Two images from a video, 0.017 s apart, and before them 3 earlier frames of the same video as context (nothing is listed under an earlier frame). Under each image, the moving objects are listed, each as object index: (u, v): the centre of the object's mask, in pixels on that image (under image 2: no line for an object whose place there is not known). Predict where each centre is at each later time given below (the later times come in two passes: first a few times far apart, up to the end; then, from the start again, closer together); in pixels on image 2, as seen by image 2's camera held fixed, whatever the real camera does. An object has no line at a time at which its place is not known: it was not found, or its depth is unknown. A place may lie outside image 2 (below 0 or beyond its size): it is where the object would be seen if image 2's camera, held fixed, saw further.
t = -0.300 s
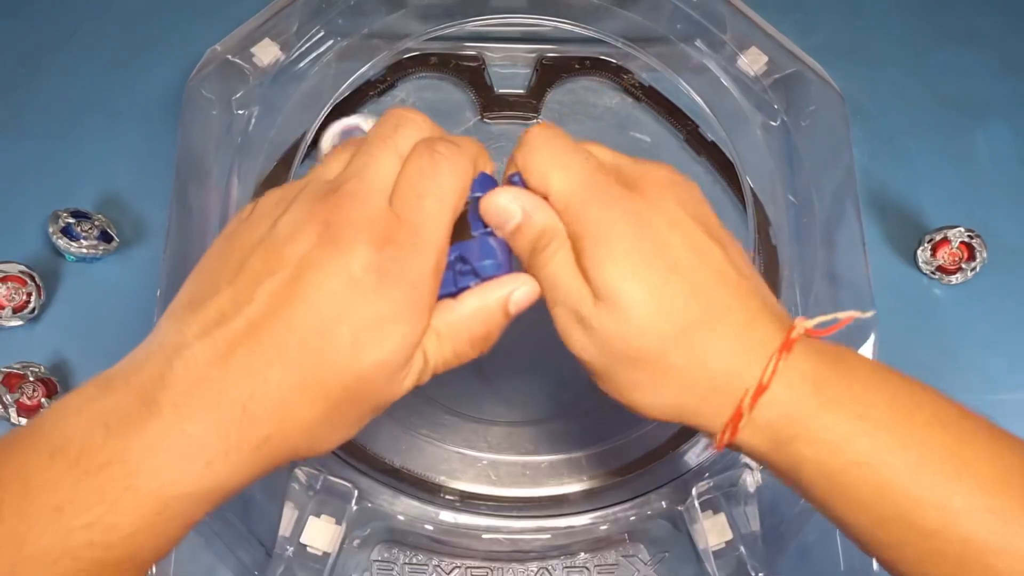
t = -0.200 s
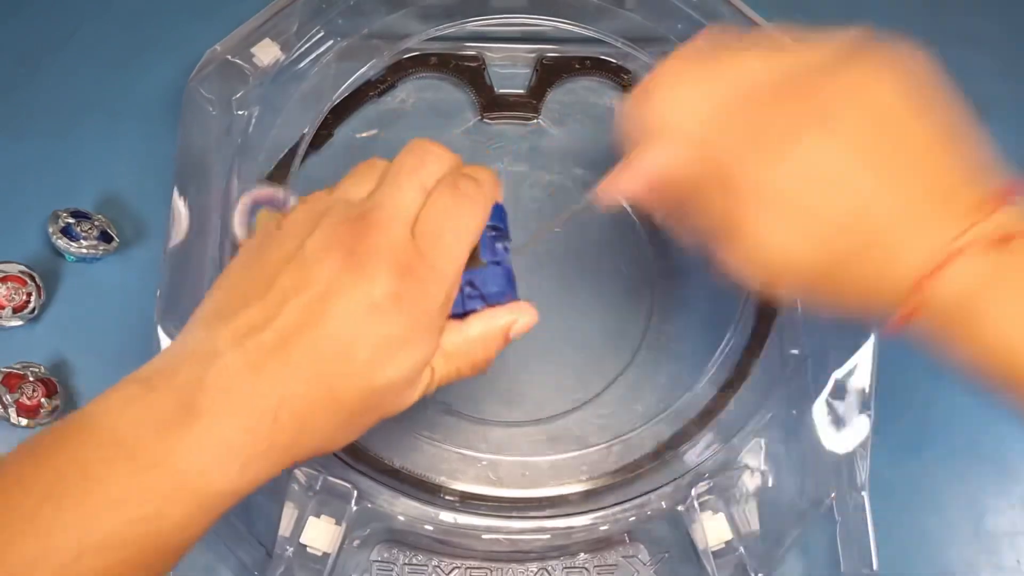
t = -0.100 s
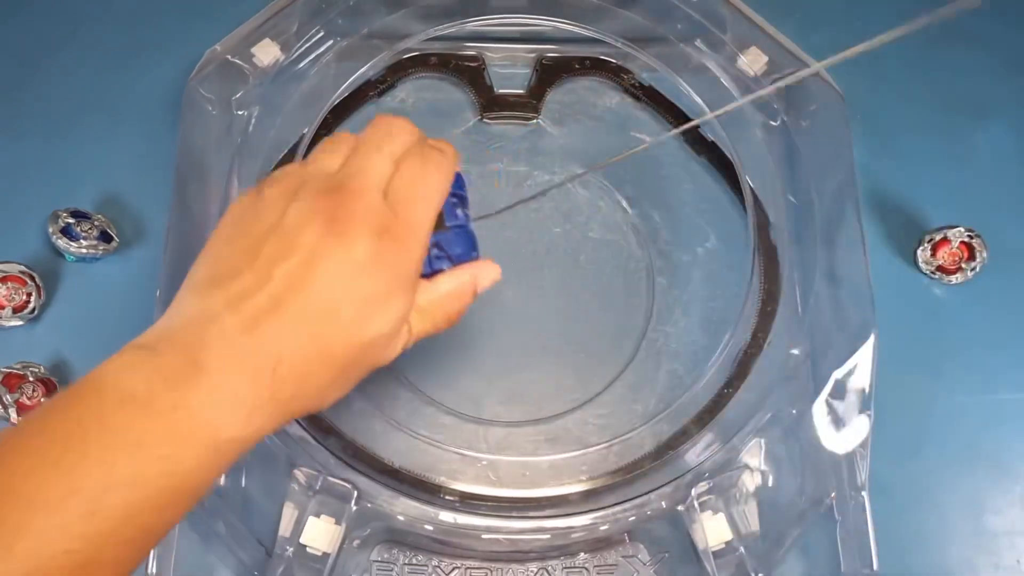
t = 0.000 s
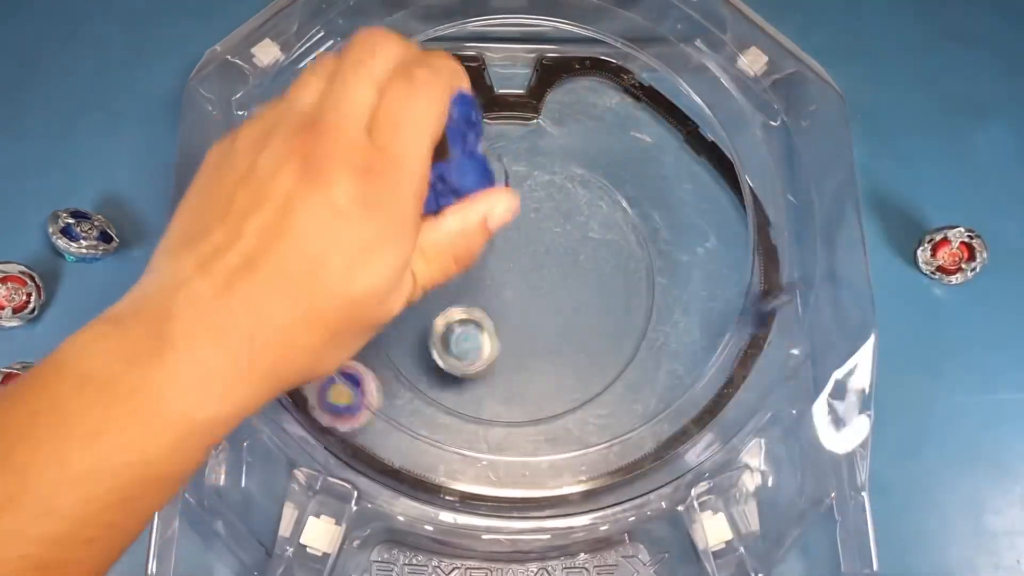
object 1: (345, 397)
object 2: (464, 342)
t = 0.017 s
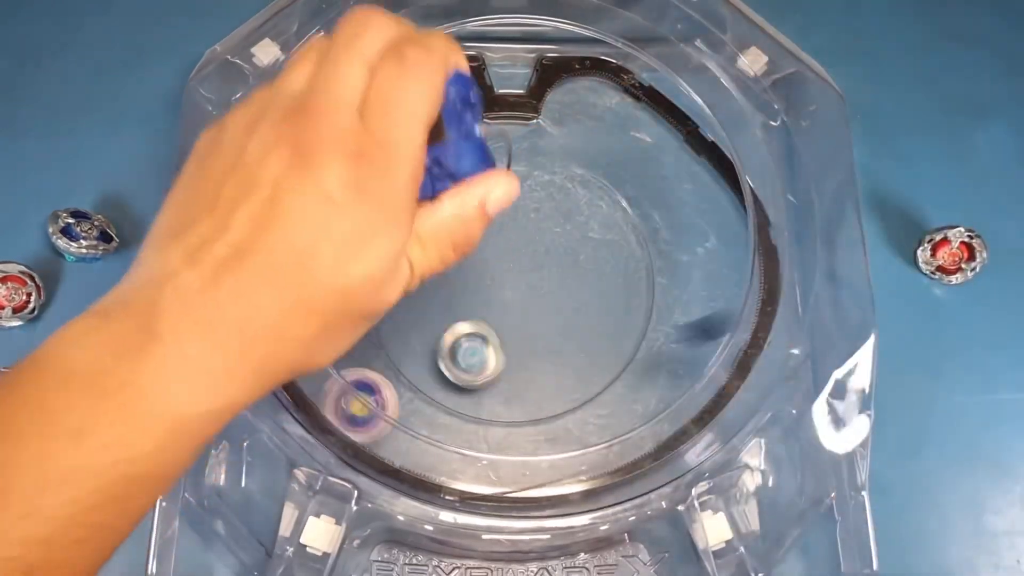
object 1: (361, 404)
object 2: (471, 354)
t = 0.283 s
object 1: (795, 296)
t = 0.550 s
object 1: (553, 162)
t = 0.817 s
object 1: (485, 382)
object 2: (746, 344)
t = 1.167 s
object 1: (431, 312)
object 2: (513, 483)
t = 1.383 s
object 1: (393, 305)
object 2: (499, 340)
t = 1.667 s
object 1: (447, 251)
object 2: (590, 121)
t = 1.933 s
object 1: (411, 213)
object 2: (494, 231)
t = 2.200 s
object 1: (525, 229)
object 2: (575, 401)
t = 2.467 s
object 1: (538, 131)
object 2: (710, 161)
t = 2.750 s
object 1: (398, 273)
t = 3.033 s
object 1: (414, 397)
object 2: (672, 400)
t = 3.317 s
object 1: (548, 268)
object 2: (610, 106)
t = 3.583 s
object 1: (612, 137)
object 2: (560, 406)
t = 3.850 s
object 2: (643, 335)
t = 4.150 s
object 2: (520, 241)
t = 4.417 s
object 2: (368, 413)
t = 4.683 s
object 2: (619, 291)
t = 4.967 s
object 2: (424, 151)
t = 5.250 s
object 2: (323, 360)
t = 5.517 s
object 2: (570, 399)
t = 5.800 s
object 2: (558, 245)
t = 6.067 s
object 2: (606, 303)
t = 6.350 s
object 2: (551, 316)
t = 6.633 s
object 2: (521, 402)
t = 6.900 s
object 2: (518, 338)
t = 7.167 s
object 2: (436, 298)
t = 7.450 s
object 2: (444, 274)
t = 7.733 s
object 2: (501, 218)
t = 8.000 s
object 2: (521, 214)
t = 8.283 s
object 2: (558, 278)
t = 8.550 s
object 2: (575, 304)
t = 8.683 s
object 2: (556, 304)
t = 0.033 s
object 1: (379, 415)
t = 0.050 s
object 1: (398, 425)
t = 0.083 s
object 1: (437, 441)
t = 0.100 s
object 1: (458, 448)
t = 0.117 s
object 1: (477, 455)
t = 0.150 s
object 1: (527, 472)
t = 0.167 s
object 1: (549, 479)
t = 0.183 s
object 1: (580, 464)
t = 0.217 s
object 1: (655, 405)
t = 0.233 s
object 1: (693, 377)
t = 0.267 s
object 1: (764, 321)
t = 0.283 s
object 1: (795, 296)
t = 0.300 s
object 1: (796, 268)
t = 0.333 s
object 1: (742, 216)
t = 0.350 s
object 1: (715, 192)
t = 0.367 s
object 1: (693, 170)
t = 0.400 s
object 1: (645, 129)
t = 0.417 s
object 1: (622, 110)
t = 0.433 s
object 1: (599, 90)
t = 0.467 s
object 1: (560, 71)
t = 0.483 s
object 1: (559, 82)
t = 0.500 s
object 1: (558, 96)
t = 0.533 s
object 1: (556, 140)
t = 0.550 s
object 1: (553, 162)
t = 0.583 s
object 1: (548, 214)
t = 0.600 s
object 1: (546, 241)
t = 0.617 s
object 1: (542, 255)
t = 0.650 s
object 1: (535, 287)
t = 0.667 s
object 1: (532, 308)
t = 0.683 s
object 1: (527, 323)
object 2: (336, 423)
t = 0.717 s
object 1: (517, 345)
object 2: (441, 445)
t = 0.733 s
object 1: (512, 354)
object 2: (504, 434)
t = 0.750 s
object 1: (506, 363)
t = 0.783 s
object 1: (495, 377)
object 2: (667, 426)
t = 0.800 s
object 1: (490, 380)
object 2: (713, 394)
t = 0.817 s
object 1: (485, 382)
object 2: (746, 344)
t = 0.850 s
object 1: (479, 383)
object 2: (766, 253)
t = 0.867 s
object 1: (478, 381)
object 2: (757, 209)
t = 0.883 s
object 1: (476, 379)
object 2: (729, 170)
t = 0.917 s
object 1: (475, 375)
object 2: (656, 107)
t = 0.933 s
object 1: (474, 372)
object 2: (612, 79)
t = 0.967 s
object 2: (561, 123)
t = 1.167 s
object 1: (431, 312)
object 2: (513, 483)
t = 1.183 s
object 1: (425, 308)
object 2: (507, 466)
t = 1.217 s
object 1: (413, 302)
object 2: (500, 446)
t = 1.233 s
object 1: (407, 301)
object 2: (497, 436)
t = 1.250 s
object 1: (400, 300)
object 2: (495, 424)
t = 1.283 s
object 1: (389, 300)
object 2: (488, 412)
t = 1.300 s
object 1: (384, 300)
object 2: (485, 404)
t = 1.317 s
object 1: (380, 301)
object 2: (488, 389)
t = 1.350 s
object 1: (386, 302)
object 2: (494, 362)
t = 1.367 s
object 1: (390, 303)
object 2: (496, 351)
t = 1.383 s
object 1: (393, 305)
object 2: (499, 340)
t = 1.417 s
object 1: (399, 304)
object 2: (507, 316)
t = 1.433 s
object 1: (401, 305)
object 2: (512, 304)
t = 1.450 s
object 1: (404, 306)
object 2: (519, 291)
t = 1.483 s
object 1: (411, 303)
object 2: (535, 267)
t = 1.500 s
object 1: (416, 300)
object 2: (544, 256)
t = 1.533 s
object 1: (425, 295)
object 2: (564, 230)
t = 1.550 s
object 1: (430, 291)
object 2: (573, 216)
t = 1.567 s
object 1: (433, 287)
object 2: (580, 201)
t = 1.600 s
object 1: (440, 276)
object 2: (589, 172)
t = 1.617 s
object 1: (443, 270)
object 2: (591, 158)
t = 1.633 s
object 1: (445, 264)
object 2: (590, 145)
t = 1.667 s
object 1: (447, 251)
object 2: (590, 121)
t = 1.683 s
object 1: (447, 244)
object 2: (590, 108)
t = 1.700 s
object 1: (446, 238)
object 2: (590, 97)
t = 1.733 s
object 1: (442, 227)
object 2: (586, 80)
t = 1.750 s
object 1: (440, 221)
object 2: (583, 74)
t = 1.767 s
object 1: (437, 217)
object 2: (580, 69)
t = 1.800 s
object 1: (430, 209)
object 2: (564, 99)
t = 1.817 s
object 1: (426, 205)
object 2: (555, 116)
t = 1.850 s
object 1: (419, 203)
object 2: (538, 151)
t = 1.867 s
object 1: (417, 204)
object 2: (530, 168)
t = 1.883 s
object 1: (415, 205)
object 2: (520, 185)
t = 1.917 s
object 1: (411, 210)
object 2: (501, 216)
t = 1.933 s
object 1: (411, 213)
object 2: (494, 231)
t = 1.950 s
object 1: (412, 218)
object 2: (489, 246)
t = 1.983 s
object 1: (416, 227)
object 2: (482, 276)
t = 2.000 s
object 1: (421, 231)
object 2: (481, 292)
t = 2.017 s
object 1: (427, 235)
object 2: (481, 306)
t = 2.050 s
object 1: (442, 242)
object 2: (487, 335)
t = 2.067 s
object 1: (451, 245)
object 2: (492, 348)
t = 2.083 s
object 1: (460, 246)
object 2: (499, 360)
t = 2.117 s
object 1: (480, 246)
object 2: (516, 383)
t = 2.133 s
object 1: (490, 244)
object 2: (526, 391)
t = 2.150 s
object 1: (499, 241)
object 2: (538, 400)
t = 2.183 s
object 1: (517, 234)
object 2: (563, 405)
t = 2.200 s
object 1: (525, 229)
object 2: (575, 401)
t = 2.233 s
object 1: (539, 218)
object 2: (597, 396)
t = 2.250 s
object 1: (545, 211)
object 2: (612, 393)
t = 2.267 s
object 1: (549, 204)
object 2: (626, 390)
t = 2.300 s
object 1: (555, 190)
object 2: (656, 384)
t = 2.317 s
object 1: (557, 182)
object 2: (673, 381)
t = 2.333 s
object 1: (557, 175)
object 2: (691, 378)
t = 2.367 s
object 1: (554, 161)
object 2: (728, 366)
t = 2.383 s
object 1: (551, 153)
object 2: (732, 331)
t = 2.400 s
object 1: (547, 145)
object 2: (732, 291)
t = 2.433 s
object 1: (543, 135)
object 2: (730, 219)
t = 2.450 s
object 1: (541, 133)
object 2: (729, 186)
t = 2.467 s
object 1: (538, 131)
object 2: (710, 161)
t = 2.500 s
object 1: (534, 130)
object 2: (638, 132)
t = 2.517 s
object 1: (531, 131)
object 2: (606, 117)
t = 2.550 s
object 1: (503, 139)
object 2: (562, 87)
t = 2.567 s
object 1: (488, 146)
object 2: (559, 93)
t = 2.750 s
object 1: (398, 273)
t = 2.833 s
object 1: (416, 350)
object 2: (637, 443)
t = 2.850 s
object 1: (424, 365)
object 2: (625, 436)
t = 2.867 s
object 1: (434, 379)
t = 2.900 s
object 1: (462, 397)
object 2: (583, 418)
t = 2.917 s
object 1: (480, 402)
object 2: (569, 415)
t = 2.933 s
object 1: (492, 406)
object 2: (564, 408)
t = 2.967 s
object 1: (463, 404)
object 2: (598, 403)
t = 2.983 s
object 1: (450, 402)
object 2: (617, 401)
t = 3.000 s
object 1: (437, 401)
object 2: (635, 398)
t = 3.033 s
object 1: (414, 397)
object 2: (672, 400)
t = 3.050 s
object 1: (402, 398)
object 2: (693, 400)
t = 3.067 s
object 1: (391, 397)
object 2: (707, 386)
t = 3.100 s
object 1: (369, 399)
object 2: (721, 334)
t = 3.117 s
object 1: (357, 400)
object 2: (727, 311)
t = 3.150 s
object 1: (350, 398)
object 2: (737, 267)
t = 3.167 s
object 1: (372, 383)
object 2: (741, 248)
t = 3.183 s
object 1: (395, 372)
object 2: (746, 230)
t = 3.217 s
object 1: (438, 341)
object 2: (722, 193)
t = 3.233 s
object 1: (459, 330)
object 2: (703, 176)
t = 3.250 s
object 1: (478, 317)
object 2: (683, 159)
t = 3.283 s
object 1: (515, 293)
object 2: (645, 130)
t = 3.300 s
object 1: (532, 280)
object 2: (627, 118)
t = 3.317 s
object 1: (548, 268)
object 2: (610, 106)
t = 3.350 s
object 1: (576, 242)
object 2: (576, 87)
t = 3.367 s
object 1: (589, 228)
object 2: (561, 81)
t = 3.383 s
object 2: (553, 88)
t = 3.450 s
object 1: (633, 177)
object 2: (560, 210)
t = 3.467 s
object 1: (632, 170)
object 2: (562, 239)
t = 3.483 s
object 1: (632, 164)
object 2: (561, 268)
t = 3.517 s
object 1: (630, 158)
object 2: (560, 321)
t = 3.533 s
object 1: (628, 152)
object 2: (559, 345)
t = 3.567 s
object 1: (618, 141)
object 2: (560, 389)
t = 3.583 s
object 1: (612, 137)
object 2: (560, 406)
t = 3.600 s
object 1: (605, 131)
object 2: (559, 415)
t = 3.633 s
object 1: (594, 118)
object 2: (554, 427)
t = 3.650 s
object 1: (585, 109)
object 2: (553, 432)
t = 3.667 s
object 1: (577, 103)
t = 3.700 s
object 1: (562, 88)
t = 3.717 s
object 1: (570, 89)
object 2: (566, 440)
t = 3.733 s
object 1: (580, 89)
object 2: (577, 431)
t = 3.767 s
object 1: (595, 88)
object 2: (602, 408)
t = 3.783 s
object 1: (602, 91)
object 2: (612, 393)
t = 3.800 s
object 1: (609, 97)
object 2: (621, 377)
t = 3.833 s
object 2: (636, 349)
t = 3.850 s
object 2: (643, 335)
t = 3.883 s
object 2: (653, 311)
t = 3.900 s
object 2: (656, 299)
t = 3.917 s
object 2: (659, 289)
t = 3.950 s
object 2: (660, 272)
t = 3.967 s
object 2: (658, 266)
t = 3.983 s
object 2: (654, 260)
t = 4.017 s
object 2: (641, 249)
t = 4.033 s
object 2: (631, 244)
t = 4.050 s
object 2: (619, 241)
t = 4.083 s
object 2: (591, 235)
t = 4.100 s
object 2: (573, 235)
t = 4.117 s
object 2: (556, 235)
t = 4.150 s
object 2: (520, 241)
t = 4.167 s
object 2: (501, 246)
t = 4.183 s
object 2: (483, 253)
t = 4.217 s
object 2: (448, 270)
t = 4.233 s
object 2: (433, 279)
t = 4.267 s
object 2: (404, 304)
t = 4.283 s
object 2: (393, 317)
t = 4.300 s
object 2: (383, 332)
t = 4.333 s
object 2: (382, 353)
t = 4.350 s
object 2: (382, 366)
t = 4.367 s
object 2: (380, 378)
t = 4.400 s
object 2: (374, 402)
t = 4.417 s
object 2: (368, 413)
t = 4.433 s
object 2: (365, 425)
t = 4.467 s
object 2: (406, 414)
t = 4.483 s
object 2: (427, 406)
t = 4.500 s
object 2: (453, 400)
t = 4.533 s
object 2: (492, 382)
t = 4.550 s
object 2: (515, 373)
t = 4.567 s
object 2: (532, 366)
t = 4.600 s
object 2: (567, 347)
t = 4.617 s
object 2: (583, 335)
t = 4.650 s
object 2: (605, 314)
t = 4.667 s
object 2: (614, 302)
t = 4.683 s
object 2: (619, 291)
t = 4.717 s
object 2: (624, 266)
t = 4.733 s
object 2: (622, 254)
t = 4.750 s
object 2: (619, 243)
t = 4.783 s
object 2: (606, 219)
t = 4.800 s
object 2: (596, 209)
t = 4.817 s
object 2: (585, 198)
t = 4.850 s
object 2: (555, 179)
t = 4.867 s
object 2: (538, 171)
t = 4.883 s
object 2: (521, 164)
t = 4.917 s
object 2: (483, 154)
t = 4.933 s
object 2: (464, 152)
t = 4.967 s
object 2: (424, 151)
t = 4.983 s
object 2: (406, 152)
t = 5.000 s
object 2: (386, 153)
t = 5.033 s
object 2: (352, 155)
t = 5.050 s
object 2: (336, 157)
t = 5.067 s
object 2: (318, 159)
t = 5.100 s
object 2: (288, 172)
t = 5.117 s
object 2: (284, 194)
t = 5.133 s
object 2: (281, 217)
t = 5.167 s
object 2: (276, 262)
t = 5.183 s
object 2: (273, 284)
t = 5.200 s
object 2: (271, 305)
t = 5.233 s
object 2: (306, 343)
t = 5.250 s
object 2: (323, 360)
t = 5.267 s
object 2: (343, 377)
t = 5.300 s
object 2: (380, 406)
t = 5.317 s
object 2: (398, 418)
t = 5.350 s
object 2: (433, 439)
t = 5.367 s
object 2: (448, 445)
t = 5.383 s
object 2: (463, 449)
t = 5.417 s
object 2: (475, 462)
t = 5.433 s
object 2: (493, 455)
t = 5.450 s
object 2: (511, 443)
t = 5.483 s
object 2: (543, 420)
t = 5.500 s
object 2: (556, 410)
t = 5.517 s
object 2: (570, 399)
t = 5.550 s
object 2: (592, 377)
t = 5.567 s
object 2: (601, 366)
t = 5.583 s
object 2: (607, 354)
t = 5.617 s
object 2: (612, 330)
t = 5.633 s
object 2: (612, 317)
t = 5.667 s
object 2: (604, 290)
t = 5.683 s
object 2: (598, 278)
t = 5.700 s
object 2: (590, 267)
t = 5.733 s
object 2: (569, 246)
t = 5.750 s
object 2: (557, 236)
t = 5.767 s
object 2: (544, 229)
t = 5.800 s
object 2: (558, 245)
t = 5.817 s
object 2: (564, 253)
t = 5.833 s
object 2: (568, 260)
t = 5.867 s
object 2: (577, 272)
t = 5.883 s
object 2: (580, 277)
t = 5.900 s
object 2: (584, 281)
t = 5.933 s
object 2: (591, 288)
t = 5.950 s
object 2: (594, 291)
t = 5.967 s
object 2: (597, 294)
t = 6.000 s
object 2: (602, 299)
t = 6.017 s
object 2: (604, 300)
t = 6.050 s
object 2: (606, 302)
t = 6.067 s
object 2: (606, 303)
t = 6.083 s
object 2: (606, 304)
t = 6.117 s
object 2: (605, 305)
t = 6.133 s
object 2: (603, 306)
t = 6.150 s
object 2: (601, 306)
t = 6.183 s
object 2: (596, 308)
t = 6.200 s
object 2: (593, 308)
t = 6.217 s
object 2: (589, 309)
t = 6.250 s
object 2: (581, 310)
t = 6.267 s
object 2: (576, 311)
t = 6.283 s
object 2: (572, 312)
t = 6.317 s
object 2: (561, 314)
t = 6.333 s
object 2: (556, 315)
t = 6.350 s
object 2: (551, 316)
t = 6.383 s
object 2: (539, 319)
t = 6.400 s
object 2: (533, 321)
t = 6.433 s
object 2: (521, 326)
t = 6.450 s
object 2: (516, 328)
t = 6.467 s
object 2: (511, 331)
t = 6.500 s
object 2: (508, 353)
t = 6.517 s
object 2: (507, 363)
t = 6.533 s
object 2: (506, 373)
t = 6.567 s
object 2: (510, 390)
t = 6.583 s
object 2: (513, 398)
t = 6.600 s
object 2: (515, 404)
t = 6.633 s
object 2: (521, 402)
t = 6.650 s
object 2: (525, 400)
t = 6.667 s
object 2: (528, 398)
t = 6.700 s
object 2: (536, 388)
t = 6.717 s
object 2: (540, 382)
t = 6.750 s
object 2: (544, 372)
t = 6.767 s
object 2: (545, 368)
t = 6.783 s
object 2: (545, 363)
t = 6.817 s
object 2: (540, 356)
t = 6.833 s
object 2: (537, 352)
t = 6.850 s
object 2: (533, 349)
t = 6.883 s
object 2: (523, 342)
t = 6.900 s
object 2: (518, 338)
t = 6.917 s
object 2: (513, 335)
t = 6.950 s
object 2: (503, 328)
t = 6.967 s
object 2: (497, 324)
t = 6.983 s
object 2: (491, 321)
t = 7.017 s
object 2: (480, 315)
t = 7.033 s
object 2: (473, 312)
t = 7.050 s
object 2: (468, 310)
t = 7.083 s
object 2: (457, 305)
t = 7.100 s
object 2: (452, 304)
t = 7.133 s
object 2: (443, 301)
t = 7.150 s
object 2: (439, 299)
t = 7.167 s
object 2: (436, 298)
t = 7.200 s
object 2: (431, 296)
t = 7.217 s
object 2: (429, 295)
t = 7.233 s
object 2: (428, 293)
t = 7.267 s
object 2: (426, 291)
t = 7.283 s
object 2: (426, 291)
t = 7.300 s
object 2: (426, 289)
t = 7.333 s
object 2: (427, 287)
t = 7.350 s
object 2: (429, 285)
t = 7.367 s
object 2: (431, 283)
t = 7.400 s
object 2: (435, 281)
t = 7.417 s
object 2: (439, 279)
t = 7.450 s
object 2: (444, 274)
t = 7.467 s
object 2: (448, 272)
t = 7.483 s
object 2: (452, 269)
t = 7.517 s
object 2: (460, 263)
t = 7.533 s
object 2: (464, 261)
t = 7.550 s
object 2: (467, 257)
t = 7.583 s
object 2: (474, 250)
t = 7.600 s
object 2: (478, 246)
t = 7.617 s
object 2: (481, 242)
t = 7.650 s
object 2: (488, 235)
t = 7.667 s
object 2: (492, 231)
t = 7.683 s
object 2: (495, 227)
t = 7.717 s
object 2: (499, 221)
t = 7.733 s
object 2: (501, 218)
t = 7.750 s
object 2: (503, 215)
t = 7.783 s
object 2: (507, 210)
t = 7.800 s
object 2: (508, 208)
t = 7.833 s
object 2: (510, 206)
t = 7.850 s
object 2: (511, 206)
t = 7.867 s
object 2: (512, 206)
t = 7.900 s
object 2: (515, 205)
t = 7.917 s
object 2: (516, 205)
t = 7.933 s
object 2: (517, 206)
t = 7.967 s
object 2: (519, 209)
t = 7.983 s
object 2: (520, 211)
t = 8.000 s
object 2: (521, 214)
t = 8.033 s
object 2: (523, 218)
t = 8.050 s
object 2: (524, 222)
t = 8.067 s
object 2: (525, 226)
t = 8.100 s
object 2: (529, 234)
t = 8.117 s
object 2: (531, 238)
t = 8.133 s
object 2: (533, 242)
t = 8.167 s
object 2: (538, 251)
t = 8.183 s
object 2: (541, 255)
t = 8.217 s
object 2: (547, 263)
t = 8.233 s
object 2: (550, 267)
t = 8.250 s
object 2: (552, 271)
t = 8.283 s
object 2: (558, 278)
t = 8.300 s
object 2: (561, 281)
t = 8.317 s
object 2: (564, 284)
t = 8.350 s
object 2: (568, 289)
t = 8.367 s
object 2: (570, 291)
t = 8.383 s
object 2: (572, 293)
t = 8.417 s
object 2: (575, 297)
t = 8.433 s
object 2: (576, 299)
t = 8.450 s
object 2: (577, 300)
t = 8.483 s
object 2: (578, 302)
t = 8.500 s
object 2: (577, 303)
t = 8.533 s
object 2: (575, 304)
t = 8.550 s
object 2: (575, 304)
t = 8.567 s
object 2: (574, 304)
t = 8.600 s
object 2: (570, 305)
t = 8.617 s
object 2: (568, 305)
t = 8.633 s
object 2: (565, 305)
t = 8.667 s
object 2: (558, 304)
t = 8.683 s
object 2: (556, 304)
